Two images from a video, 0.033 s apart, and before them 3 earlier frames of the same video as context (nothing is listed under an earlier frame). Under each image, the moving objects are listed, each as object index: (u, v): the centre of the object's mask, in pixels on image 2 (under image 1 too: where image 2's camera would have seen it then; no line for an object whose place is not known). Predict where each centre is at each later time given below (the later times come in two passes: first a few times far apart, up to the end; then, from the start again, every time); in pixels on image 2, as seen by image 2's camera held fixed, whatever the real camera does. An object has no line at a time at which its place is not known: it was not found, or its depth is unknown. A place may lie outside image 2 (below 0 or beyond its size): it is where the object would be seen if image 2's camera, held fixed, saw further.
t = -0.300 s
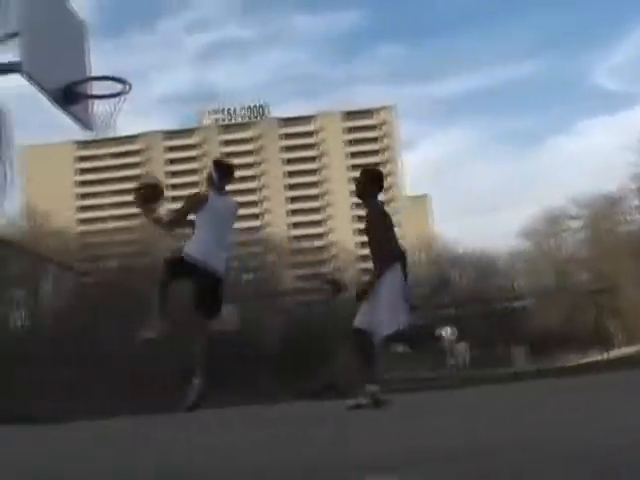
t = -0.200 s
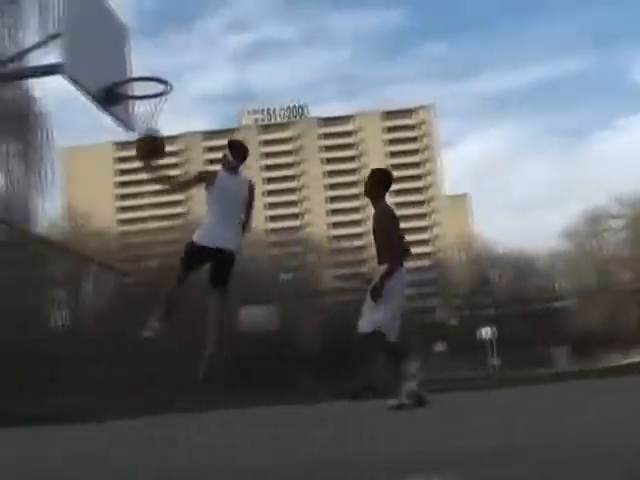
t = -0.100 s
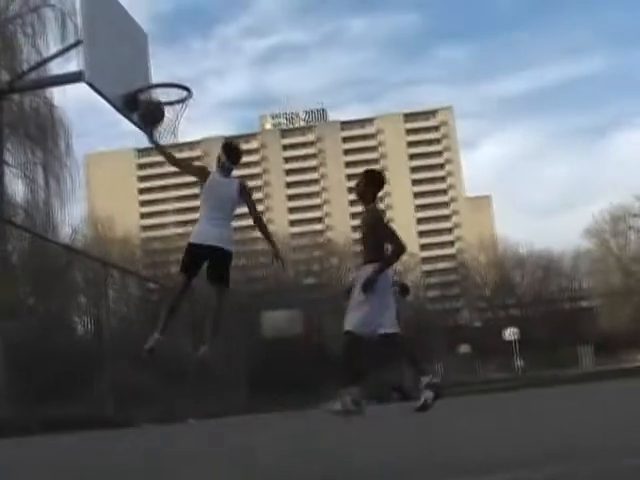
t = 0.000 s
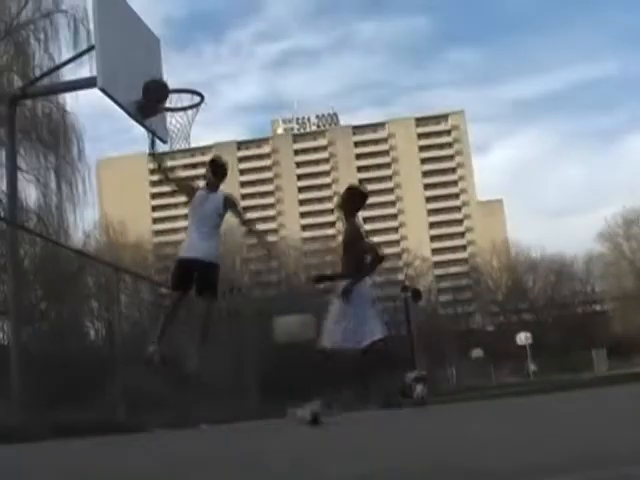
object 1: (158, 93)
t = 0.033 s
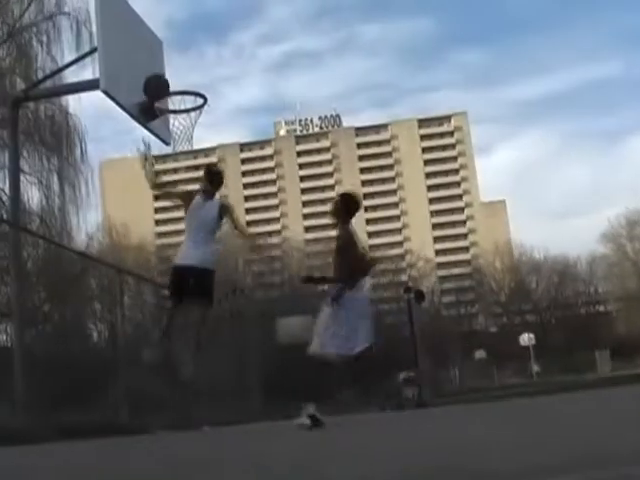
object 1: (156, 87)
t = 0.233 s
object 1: (145, 75)
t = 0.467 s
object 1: (172, 90)
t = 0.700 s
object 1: (193, 113)
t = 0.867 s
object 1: (174, 127)
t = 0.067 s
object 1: (154, 82)
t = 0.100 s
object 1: (152, 78)
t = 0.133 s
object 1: (150, 76)
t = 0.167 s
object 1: (148, 75)
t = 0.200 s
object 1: (147, 74)
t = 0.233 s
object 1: (145, 75)
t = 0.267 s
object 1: (146, 76)
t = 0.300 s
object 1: (151, 75)
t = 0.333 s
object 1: (155, 76)
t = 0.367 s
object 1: (159, 78)
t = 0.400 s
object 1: (163, 81)
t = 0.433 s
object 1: (167, 84)
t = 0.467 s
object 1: (172, 90)
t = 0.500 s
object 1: (177, 96)
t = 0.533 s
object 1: (181, 101)
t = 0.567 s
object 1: (184, 102)
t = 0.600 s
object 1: (188, 104)
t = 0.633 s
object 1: (191, 106)
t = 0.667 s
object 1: (194, 110)
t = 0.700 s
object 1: (193, 113)
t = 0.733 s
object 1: (189, 114)
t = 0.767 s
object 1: (185, 116)
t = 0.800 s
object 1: (181, 119)
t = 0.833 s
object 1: (177, 124)
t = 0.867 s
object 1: (174, 127)
